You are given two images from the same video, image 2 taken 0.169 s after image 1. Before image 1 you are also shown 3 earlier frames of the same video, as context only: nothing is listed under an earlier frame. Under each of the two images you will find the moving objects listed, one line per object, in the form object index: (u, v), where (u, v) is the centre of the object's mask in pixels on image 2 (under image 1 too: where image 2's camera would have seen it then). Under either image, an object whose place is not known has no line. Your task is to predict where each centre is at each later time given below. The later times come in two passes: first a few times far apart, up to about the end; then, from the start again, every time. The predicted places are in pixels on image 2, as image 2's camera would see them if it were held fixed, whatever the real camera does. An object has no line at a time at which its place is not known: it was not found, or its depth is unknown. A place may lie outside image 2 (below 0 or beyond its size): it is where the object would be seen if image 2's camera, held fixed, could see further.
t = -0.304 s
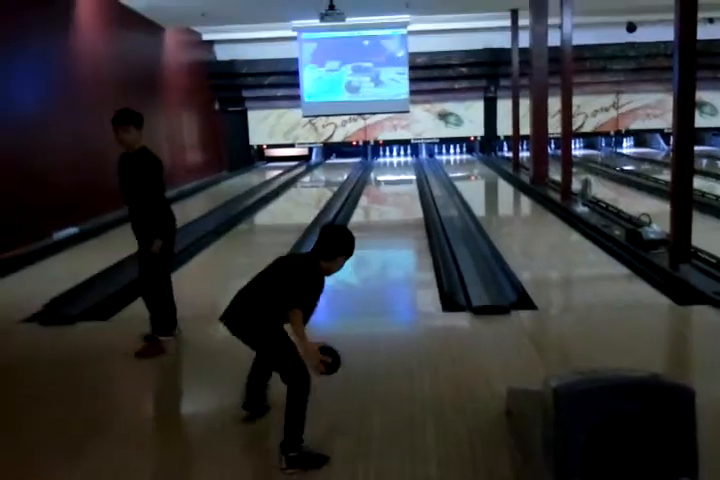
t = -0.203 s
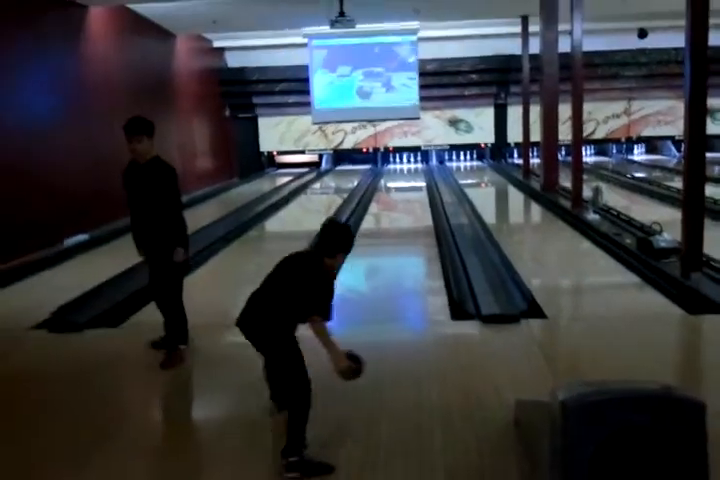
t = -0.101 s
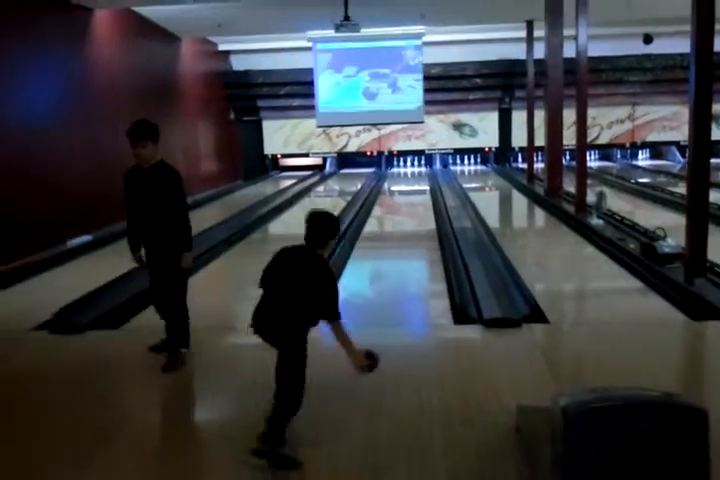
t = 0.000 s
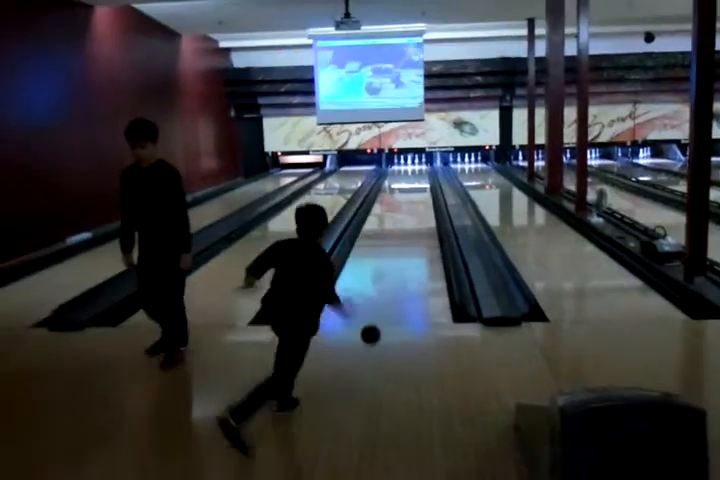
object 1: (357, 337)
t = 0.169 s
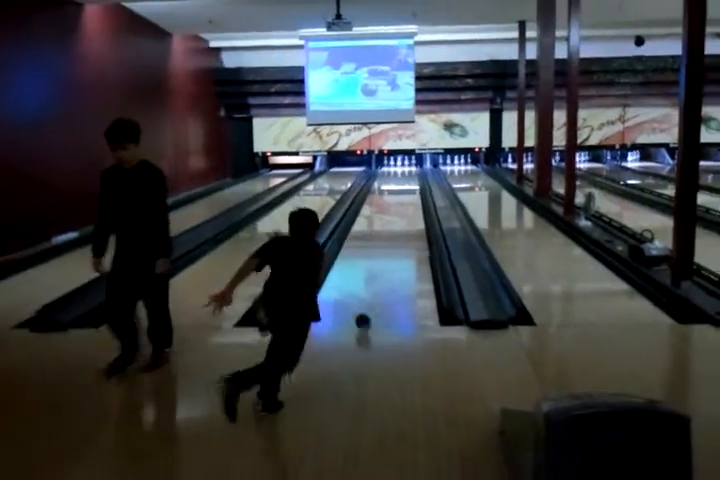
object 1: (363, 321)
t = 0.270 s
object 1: (365, 299)
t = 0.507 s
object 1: (370, 265)
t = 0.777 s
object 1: (374, 237)
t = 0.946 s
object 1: (376, 225)
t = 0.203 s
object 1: (364, 310)
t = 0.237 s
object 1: (365, 303)
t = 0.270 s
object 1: (365, 299)
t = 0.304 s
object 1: (366, 294)
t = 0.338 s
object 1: (367, 288)
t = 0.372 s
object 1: (368, 283)
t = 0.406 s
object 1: (368, 278)
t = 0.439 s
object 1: (369, 274)
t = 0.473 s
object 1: (369, 269)
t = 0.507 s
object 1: (370, 265)
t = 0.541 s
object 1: (370, 261)
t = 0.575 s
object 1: (371, 257)
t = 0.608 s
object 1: (371, 253)
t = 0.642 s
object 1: (372, 250)
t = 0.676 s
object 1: (372, 246)
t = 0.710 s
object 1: (373, 243)
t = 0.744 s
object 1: (373, 240)
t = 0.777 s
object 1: (374, 237)
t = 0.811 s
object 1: (374, 235)
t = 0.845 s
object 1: (374, 233)
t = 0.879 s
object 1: (375, 230)
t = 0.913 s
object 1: (375, 228)
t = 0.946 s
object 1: (376, 225)
